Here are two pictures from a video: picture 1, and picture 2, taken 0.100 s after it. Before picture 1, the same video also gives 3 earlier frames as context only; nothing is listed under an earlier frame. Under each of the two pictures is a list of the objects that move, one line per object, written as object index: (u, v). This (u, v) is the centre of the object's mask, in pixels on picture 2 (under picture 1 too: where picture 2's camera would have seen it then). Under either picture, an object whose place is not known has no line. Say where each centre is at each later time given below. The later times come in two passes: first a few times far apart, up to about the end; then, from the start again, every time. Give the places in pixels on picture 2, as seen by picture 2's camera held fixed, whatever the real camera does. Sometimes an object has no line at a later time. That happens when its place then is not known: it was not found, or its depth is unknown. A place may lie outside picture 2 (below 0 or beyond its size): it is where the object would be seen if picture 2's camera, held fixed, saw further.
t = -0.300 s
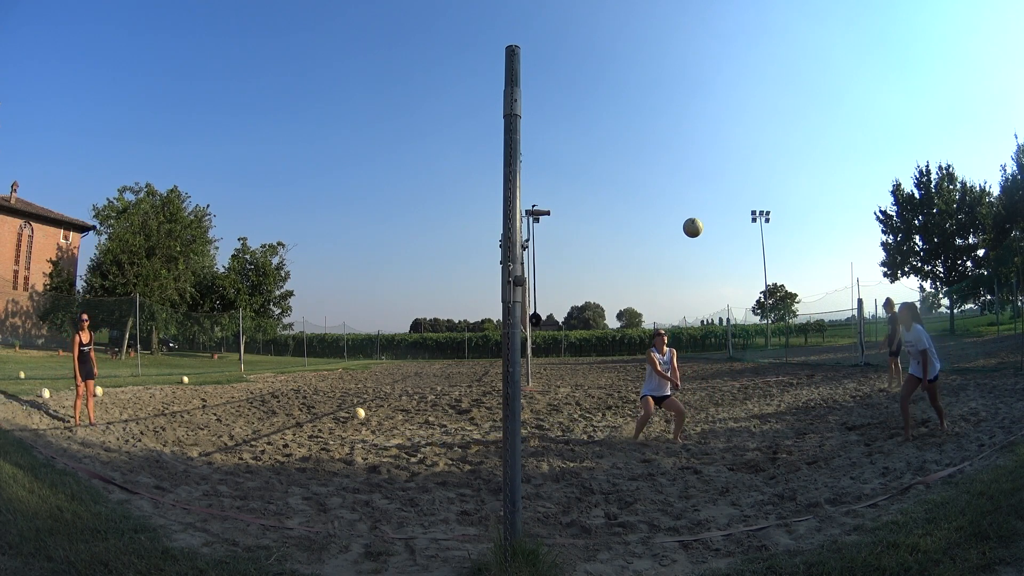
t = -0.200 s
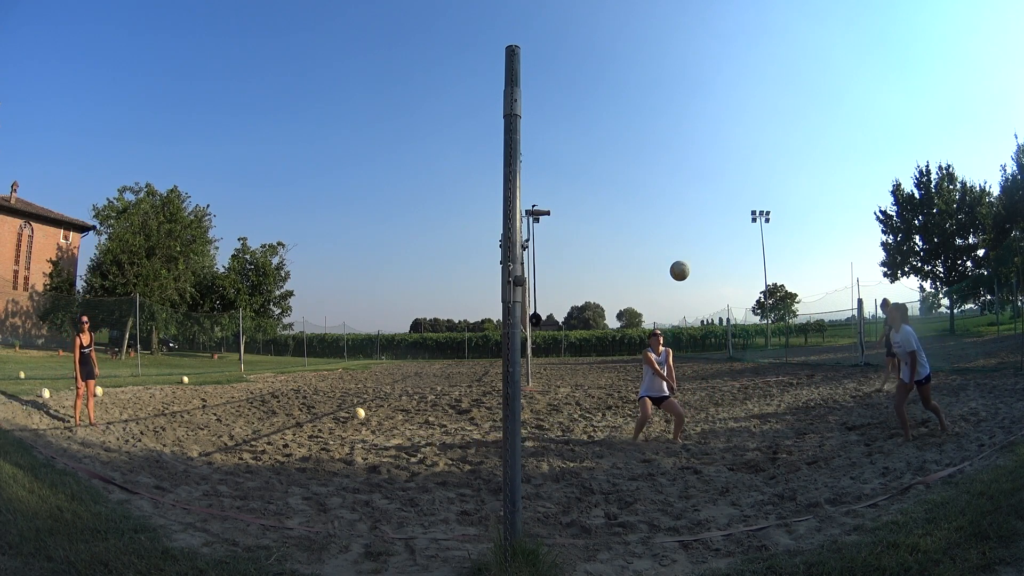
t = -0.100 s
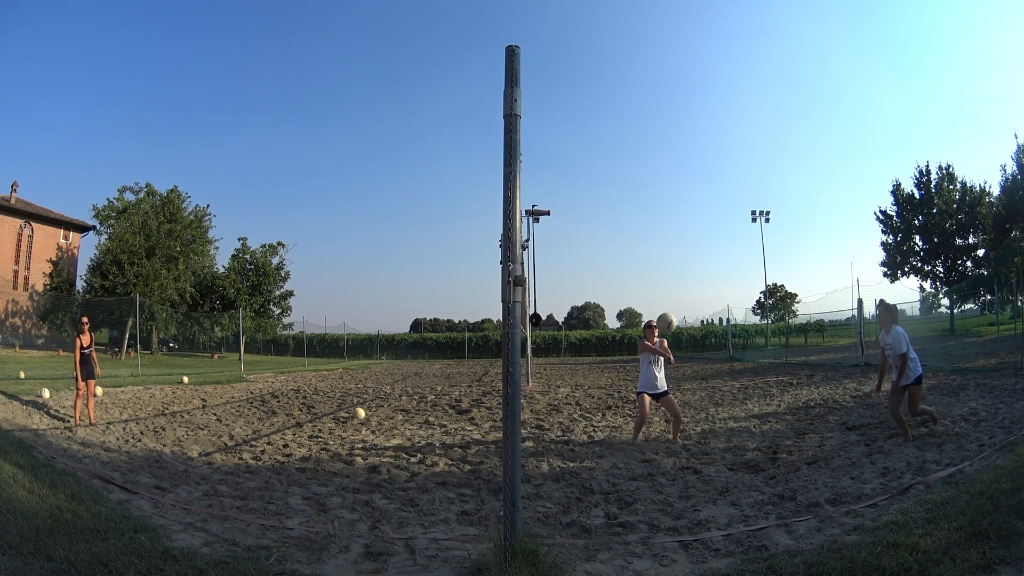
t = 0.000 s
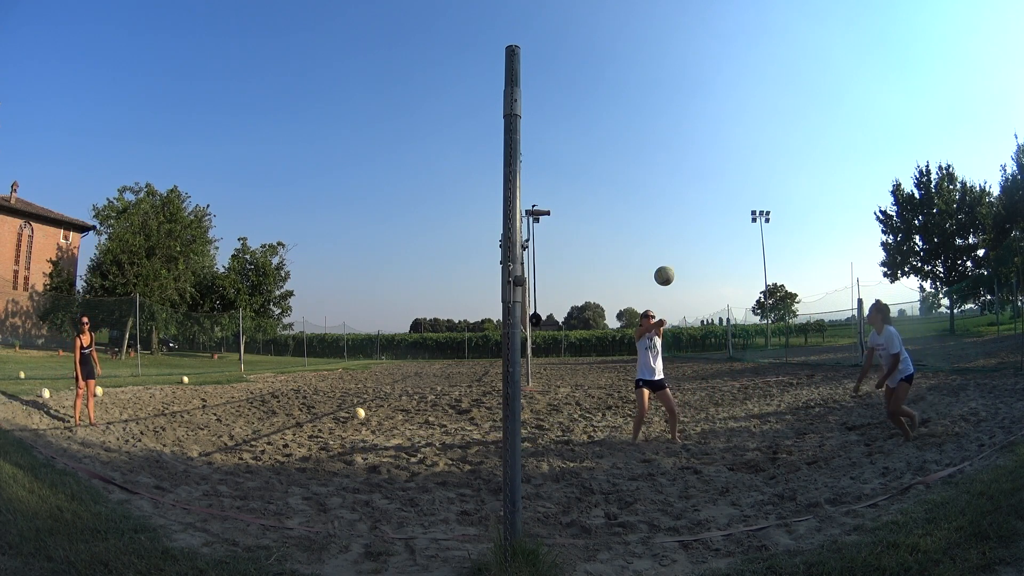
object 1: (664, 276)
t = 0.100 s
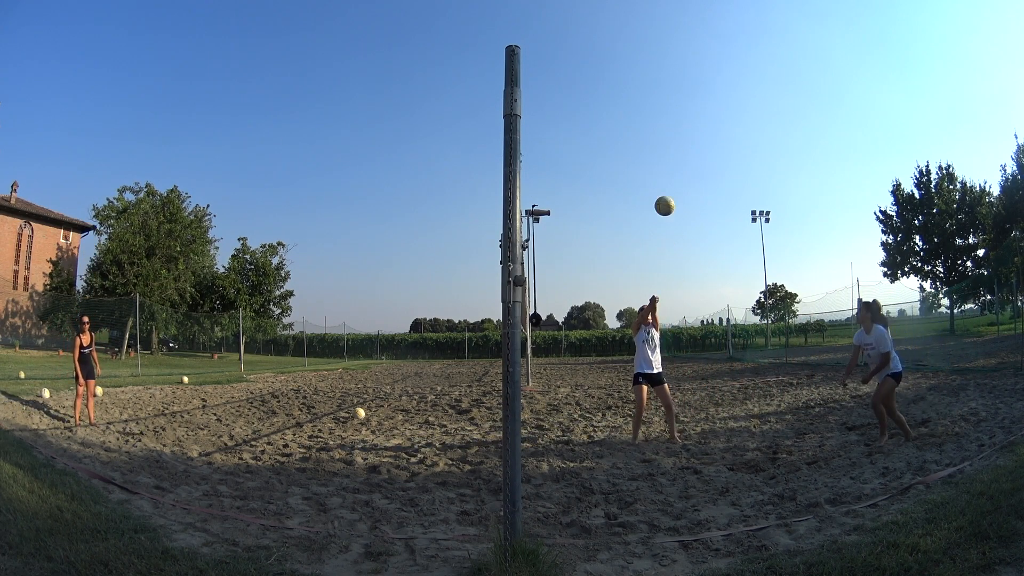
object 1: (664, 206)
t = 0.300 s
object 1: (663, 101)
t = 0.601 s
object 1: (665, 17)
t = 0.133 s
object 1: (664, 185)
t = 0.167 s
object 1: (664, 166)
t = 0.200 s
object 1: (664, 147)
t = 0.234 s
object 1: (664, 130)
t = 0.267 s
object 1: (664, 115)
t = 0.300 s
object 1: (663, 101)
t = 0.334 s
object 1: (663, 87)
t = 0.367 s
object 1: (663, 75)
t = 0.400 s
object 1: (663, 64)
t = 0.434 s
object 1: (663, 54)
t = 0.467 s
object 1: (663, 45)
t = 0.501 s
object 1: (664, 37)
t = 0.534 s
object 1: (664, 29)
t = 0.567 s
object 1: (665, 23)
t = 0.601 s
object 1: (665, 17)
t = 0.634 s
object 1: (666, 12)
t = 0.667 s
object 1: (667, 8)
